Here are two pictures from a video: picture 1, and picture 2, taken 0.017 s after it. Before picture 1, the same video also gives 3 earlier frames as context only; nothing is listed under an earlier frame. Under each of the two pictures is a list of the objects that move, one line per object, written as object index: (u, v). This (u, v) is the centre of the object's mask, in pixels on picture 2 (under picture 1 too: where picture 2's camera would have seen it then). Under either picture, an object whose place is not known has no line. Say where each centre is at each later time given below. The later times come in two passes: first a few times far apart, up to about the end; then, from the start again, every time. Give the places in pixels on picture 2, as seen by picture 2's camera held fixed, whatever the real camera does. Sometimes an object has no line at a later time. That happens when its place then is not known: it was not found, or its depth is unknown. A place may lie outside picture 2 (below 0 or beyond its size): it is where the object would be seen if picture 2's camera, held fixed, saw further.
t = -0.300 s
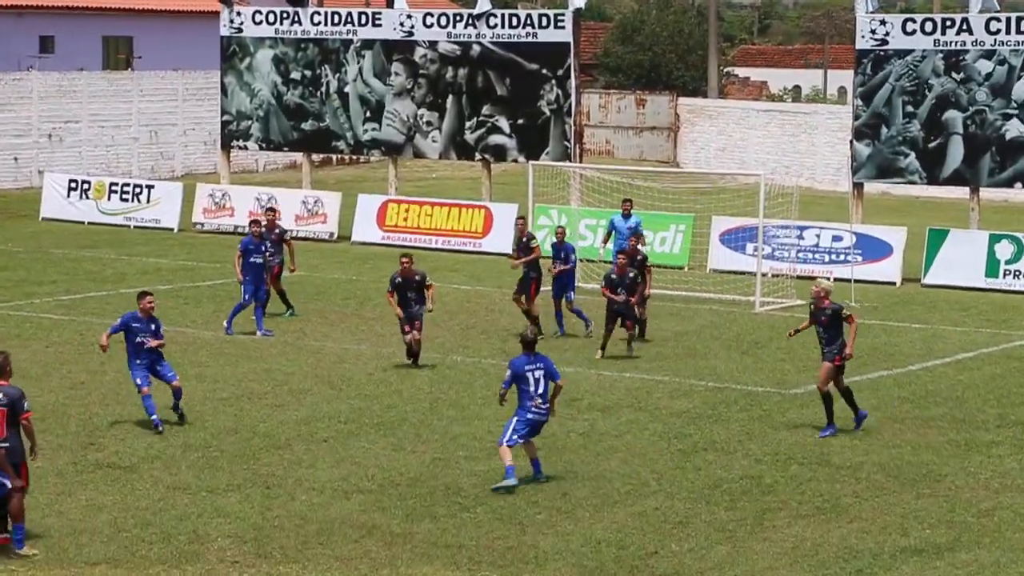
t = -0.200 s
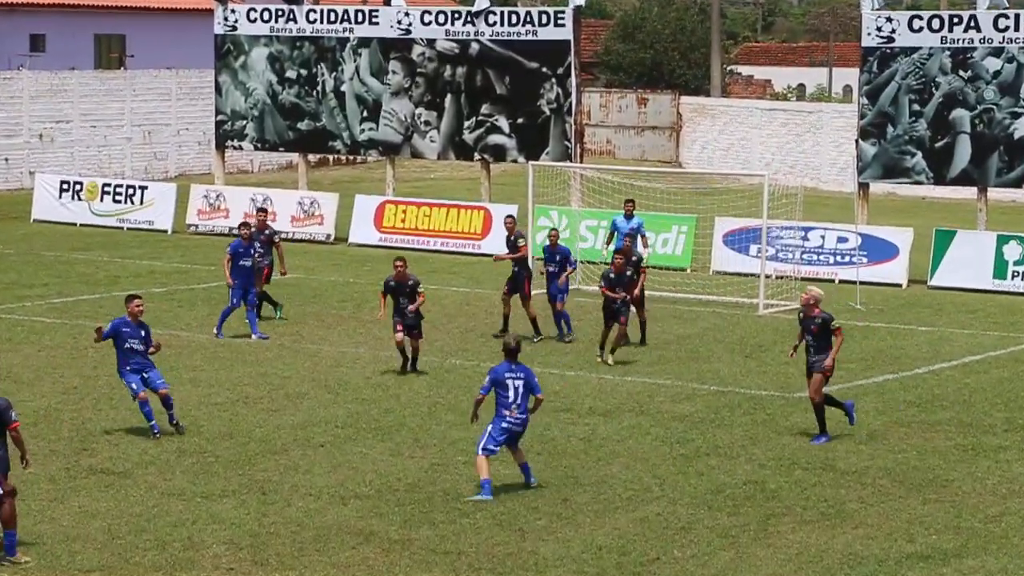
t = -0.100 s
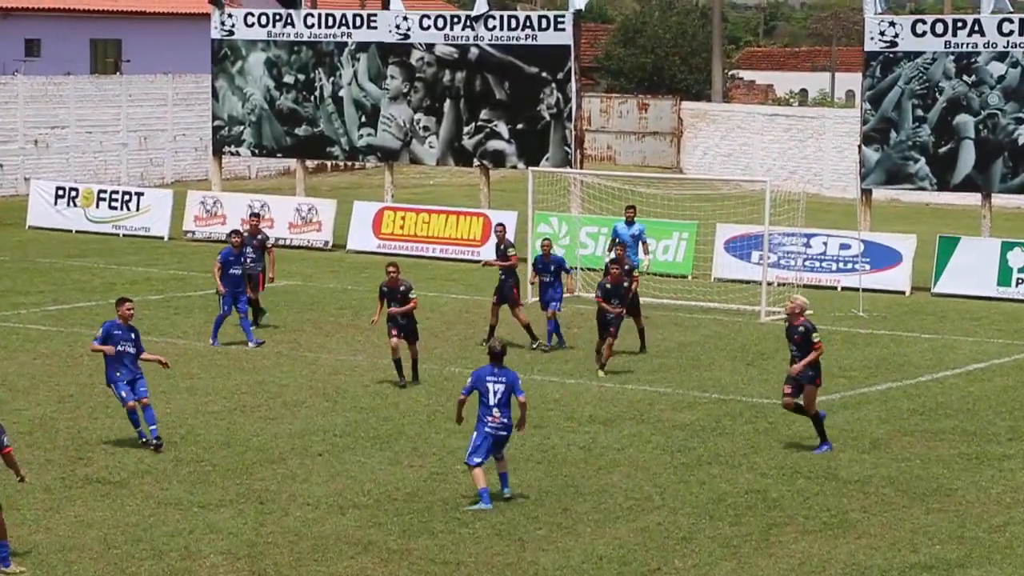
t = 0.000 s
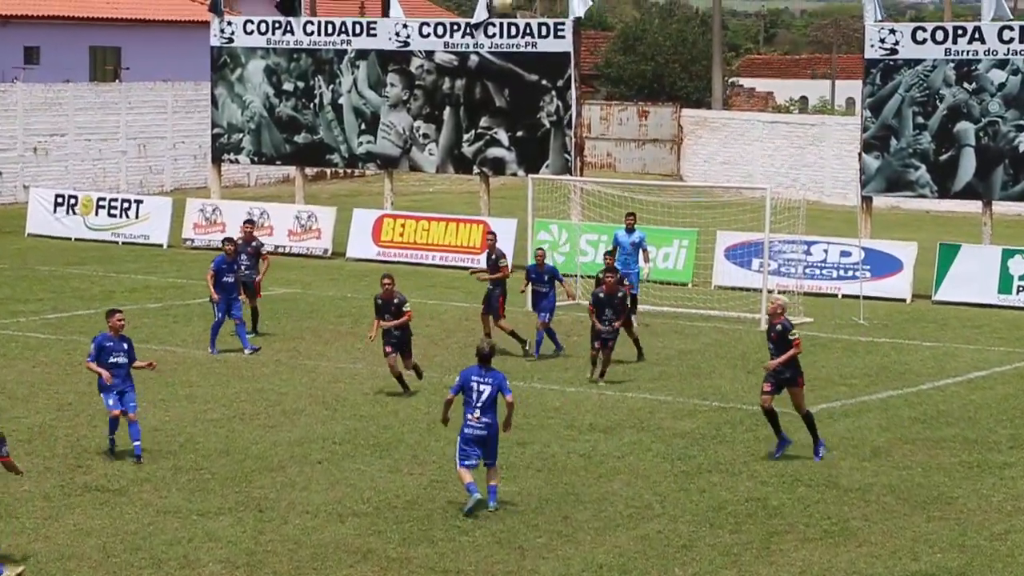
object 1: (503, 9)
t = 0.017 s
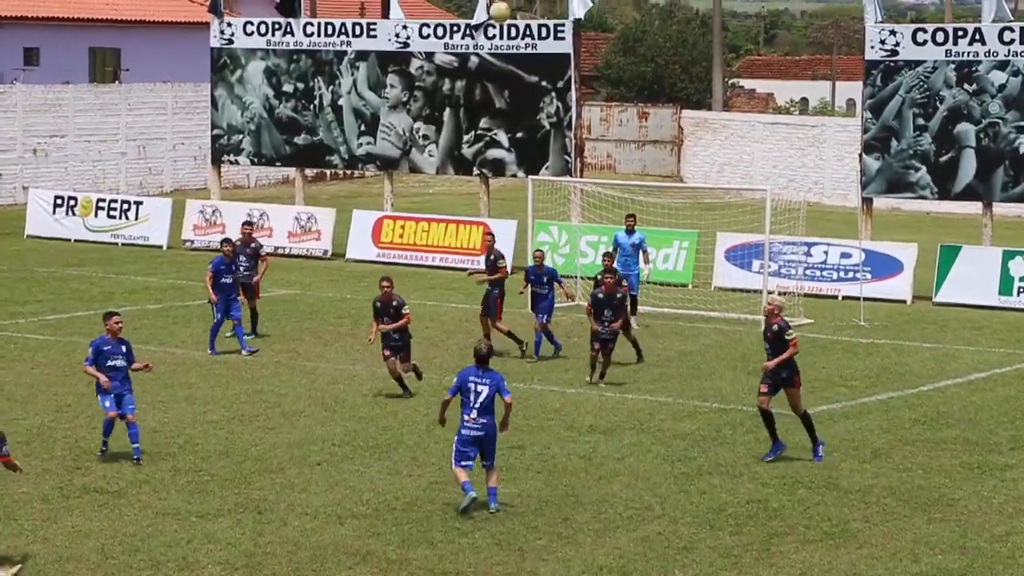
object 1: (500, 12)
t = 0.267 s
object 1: (443, 159)
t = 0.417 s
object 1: (411, 290)
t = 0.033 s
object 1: (496, 17)
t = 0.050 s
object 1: (491, 26)
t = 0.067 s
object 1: (486, 36)
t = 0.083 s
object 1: (483, 44)
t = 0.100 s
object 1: (477, 53)
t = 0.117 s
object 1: (474, 64)
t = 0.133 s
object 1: (471, 73)
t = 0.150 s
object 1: (468, 84)
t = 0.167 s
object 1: (464, 92)
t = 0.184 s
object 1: (460, 102)
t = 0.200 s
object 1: (457, 114)
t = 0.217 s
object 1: (453, 126)
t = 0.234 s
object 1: (450, 138)
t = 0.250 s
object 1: (446, 148)
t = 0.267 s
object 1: (443, 159)
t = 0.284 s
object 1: (439, 173)
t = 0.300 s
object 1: (435, 187)
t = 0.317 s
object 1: (431, 201)
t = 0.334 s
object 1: (426, 215)
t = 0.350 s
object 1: (423, 229)
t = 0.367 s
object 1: (420, 246)
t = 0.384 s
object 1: (416, 261)
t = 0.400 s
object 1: (414, 274)
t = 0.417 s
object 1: (411, 290)
